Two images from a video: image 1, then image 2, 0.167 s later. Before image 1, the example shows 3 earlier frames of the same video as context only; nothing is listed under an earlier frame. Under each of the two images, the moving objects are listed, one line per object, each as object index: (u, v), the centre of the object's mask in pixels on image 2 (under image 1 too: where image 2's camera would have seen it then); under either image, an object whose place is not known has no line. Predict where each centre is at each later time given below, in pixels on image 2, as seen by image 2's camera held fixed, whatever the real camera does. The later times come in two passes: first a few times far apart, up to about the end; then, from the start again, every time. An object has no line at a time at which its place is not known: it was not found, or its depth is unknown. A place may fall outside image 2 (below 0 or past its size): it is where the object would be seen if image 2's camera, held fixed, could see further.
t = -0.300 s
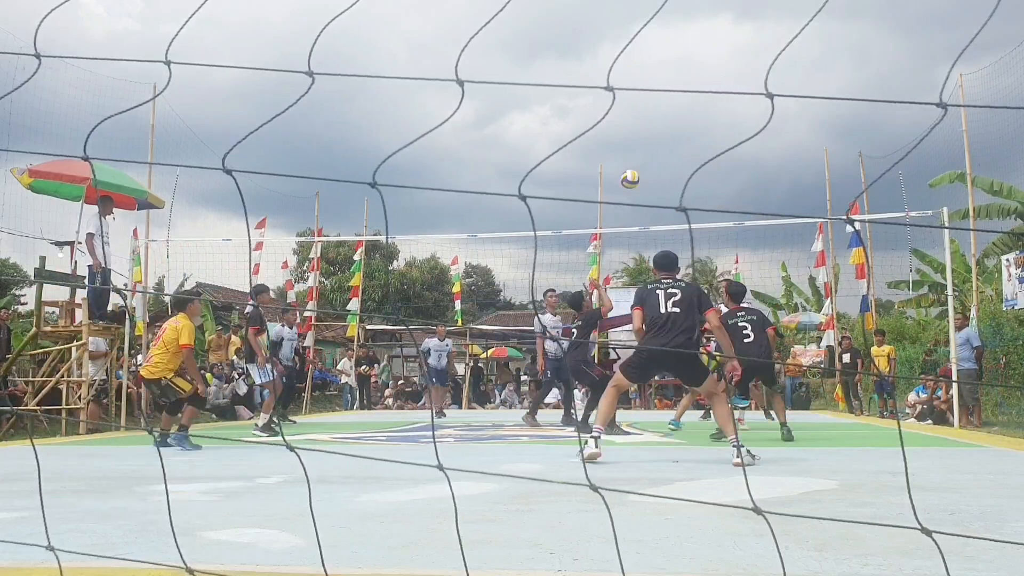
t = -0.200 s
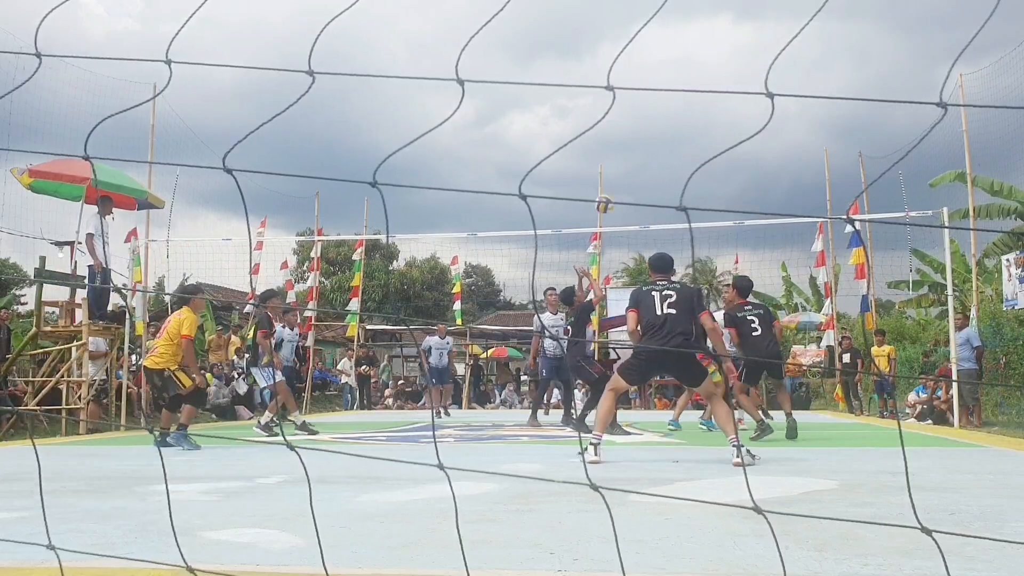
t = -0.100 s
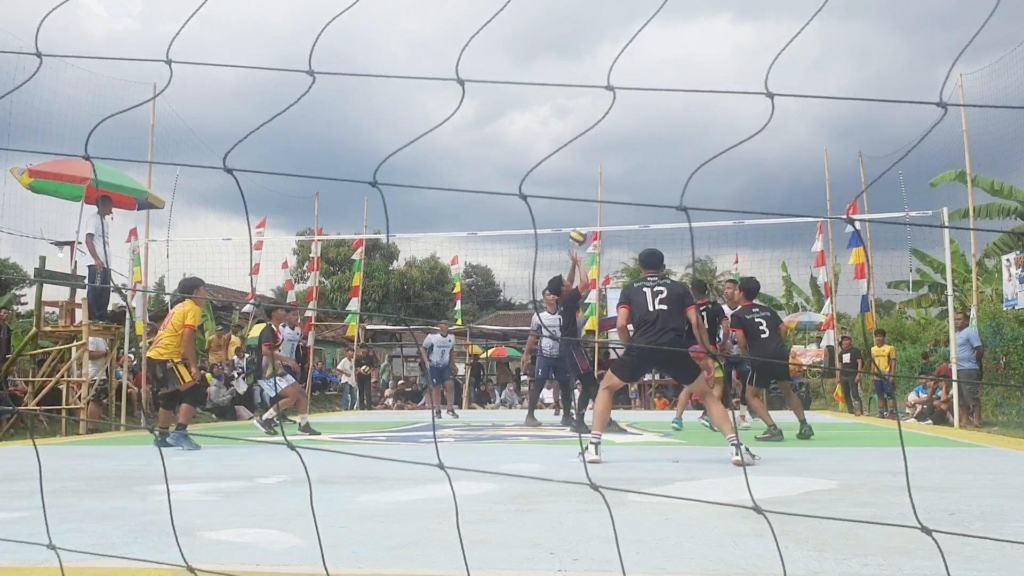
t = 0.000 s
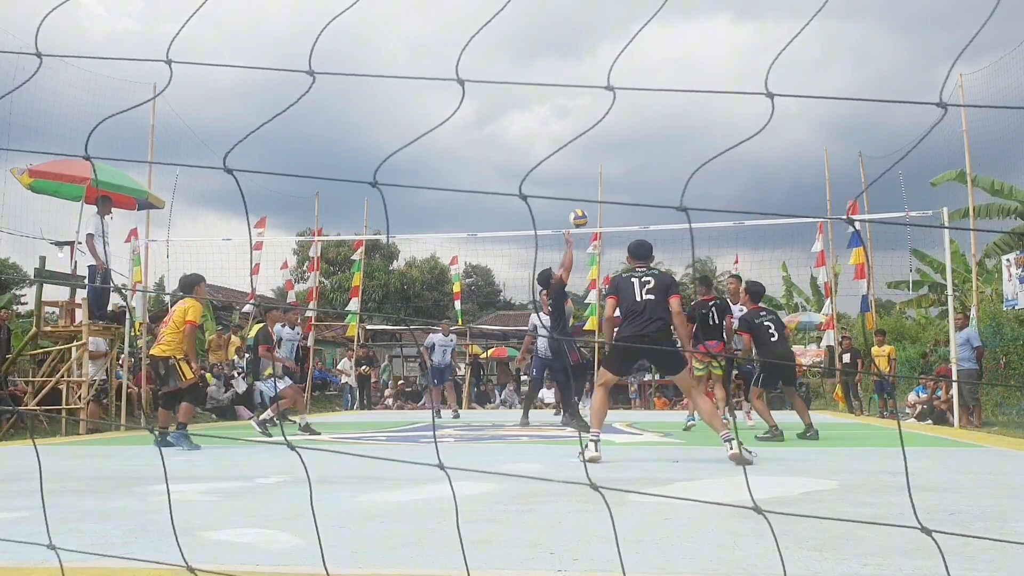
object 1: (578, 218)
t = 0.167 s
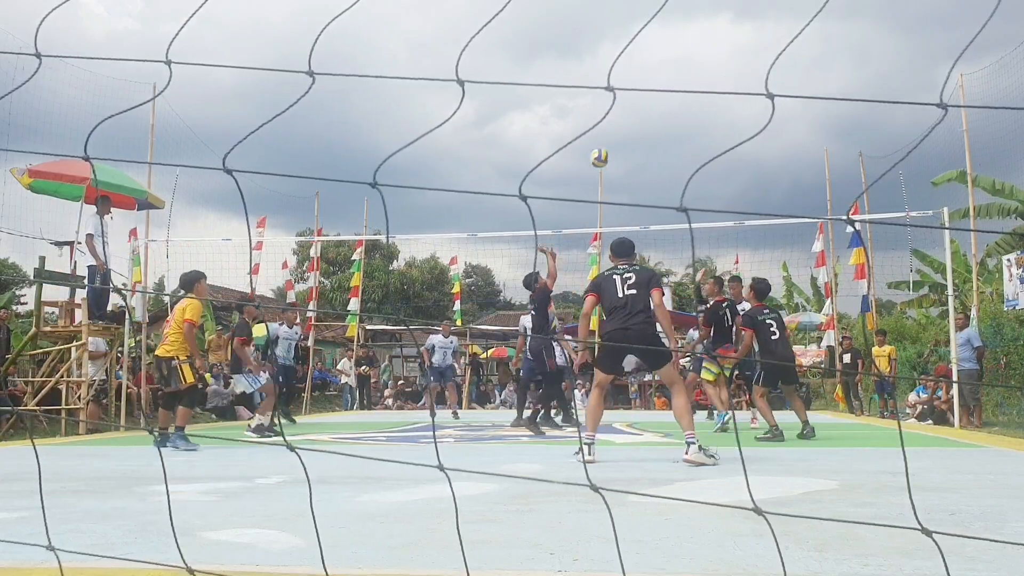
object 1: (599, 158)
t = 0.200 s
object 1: (603, 149)
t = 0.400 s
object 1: (629, 115)
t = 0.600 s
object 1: (655, 115)
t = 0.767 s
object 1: (677, 143)
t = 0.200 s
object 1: (603, 149)
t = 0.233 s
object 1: (608, 140)
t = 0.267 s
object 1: (612, 133)
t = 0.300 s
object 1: (616, 127)
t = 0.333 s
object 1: (621, 122)
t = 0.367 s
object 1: (625, 118)
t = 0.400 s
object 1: (629, 115)
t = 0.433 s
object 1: (633, 112)
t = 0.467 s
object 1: (638, 111)
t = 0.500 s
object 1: (642, 110)
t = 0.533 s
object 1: (646, 111)
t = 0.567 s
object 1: (650, 113)
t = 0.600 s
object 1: (655, 115)
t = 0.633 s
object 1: (659, 119)
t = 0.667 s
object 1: (663, 123)
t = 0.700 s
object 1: (668, 129)
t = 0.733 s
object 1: (672, 135)
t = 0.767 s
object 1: (677, 143)
